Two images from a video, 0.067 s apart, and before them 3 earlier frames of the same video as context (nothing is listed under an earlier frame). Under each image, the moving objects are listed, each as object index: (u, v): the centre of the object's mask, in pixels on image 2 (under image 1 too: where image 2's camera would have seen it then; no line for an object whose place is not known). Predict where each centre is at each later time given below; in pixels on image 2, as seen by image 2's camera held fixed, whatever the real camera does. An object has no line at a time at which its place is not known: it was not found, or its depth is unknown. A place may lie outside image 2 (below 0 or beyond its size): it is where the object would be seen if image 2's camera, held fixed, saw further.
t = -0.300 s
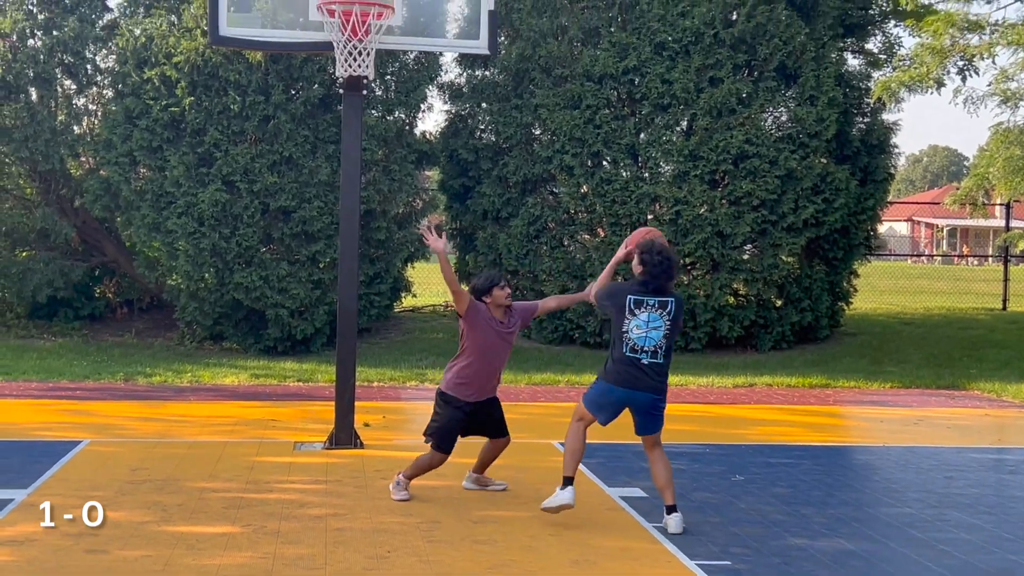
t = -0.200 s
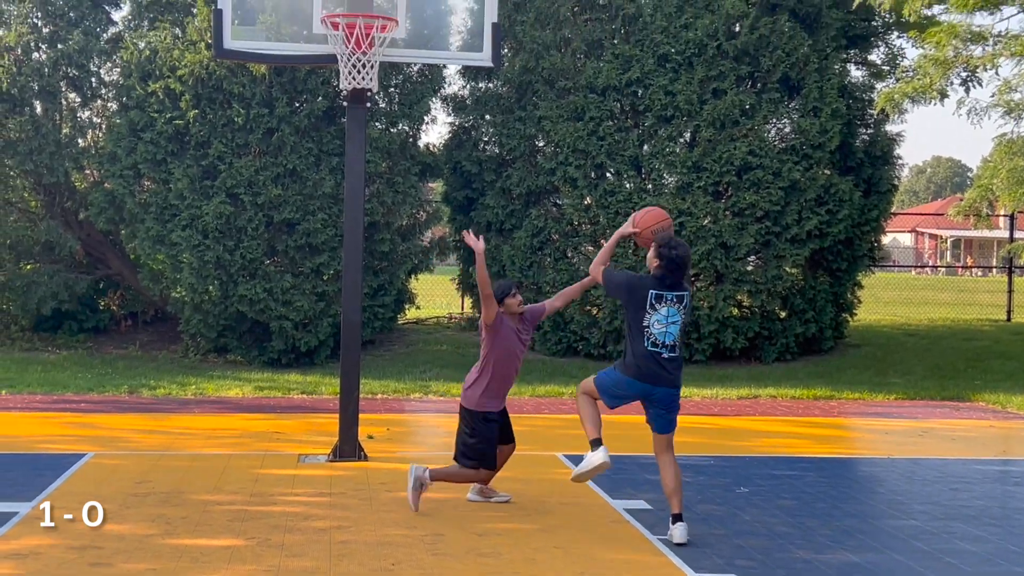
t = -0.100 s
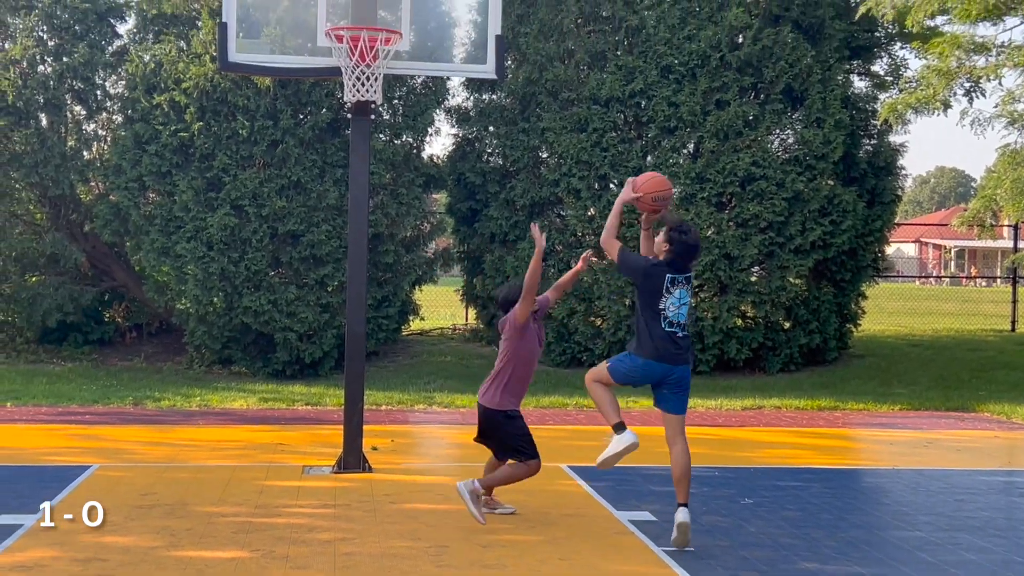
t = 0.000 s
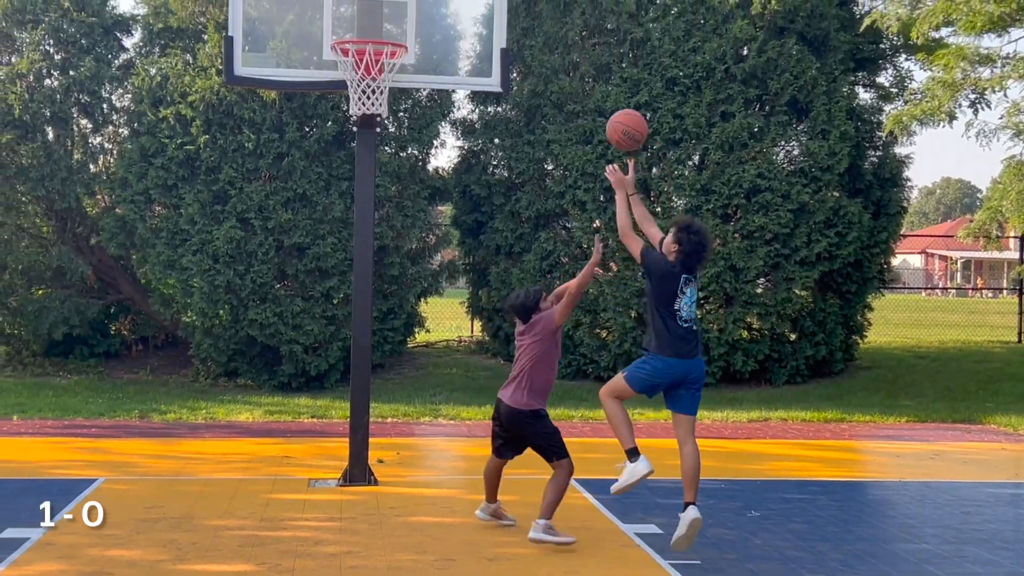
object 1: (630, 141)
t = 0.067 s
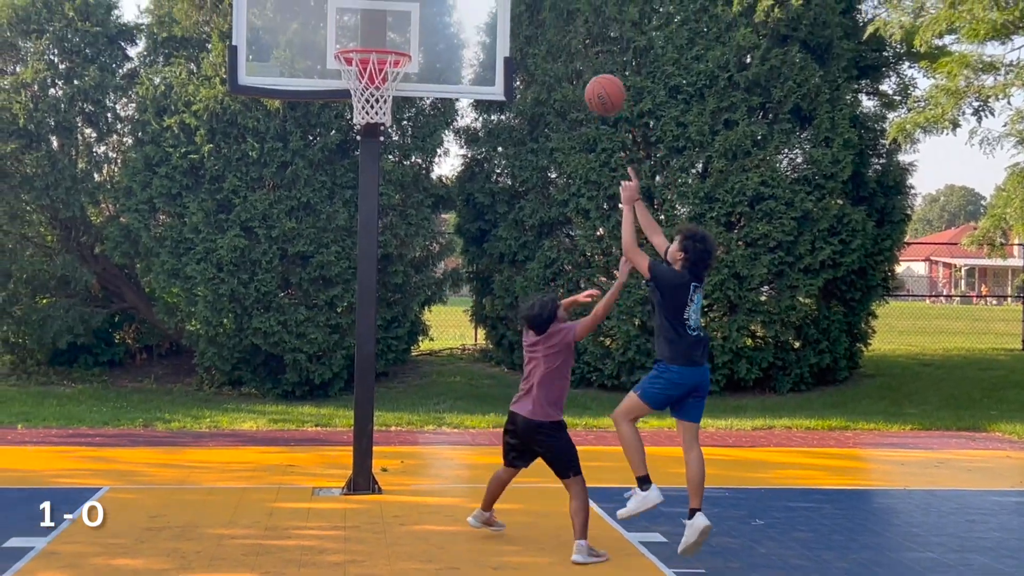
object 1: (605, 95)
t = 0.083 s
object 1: (599, 85)
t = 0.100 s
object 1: (593, 76)
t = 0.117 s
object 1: (586, 67)
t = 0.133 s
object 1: (580, 59)
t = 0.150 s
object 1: (574, 52)
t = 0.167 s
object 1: (568, 45)
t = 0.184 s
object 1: (563, 38)
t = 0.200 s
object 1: (557, 32)
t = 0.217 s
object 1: (552, 26)
